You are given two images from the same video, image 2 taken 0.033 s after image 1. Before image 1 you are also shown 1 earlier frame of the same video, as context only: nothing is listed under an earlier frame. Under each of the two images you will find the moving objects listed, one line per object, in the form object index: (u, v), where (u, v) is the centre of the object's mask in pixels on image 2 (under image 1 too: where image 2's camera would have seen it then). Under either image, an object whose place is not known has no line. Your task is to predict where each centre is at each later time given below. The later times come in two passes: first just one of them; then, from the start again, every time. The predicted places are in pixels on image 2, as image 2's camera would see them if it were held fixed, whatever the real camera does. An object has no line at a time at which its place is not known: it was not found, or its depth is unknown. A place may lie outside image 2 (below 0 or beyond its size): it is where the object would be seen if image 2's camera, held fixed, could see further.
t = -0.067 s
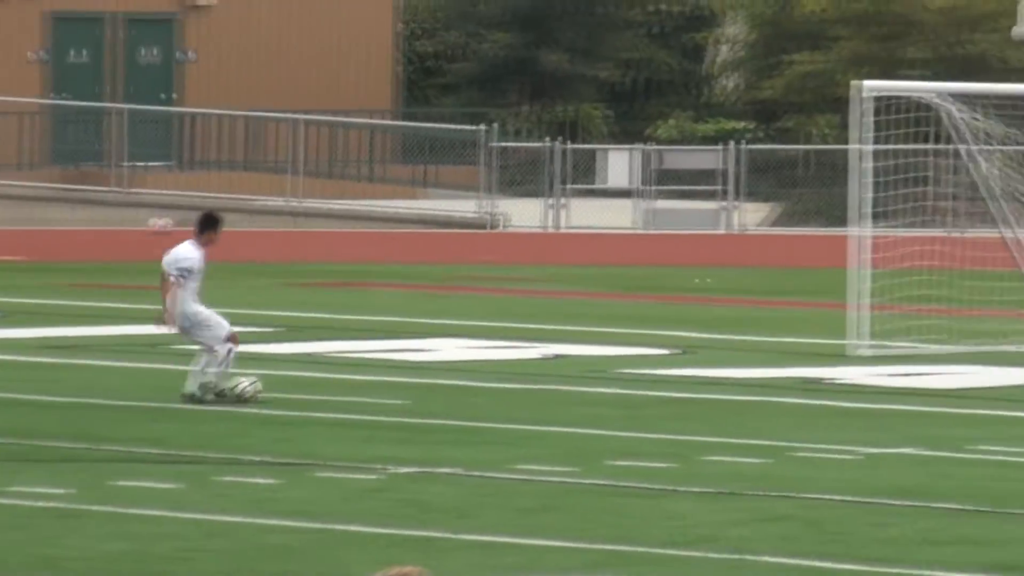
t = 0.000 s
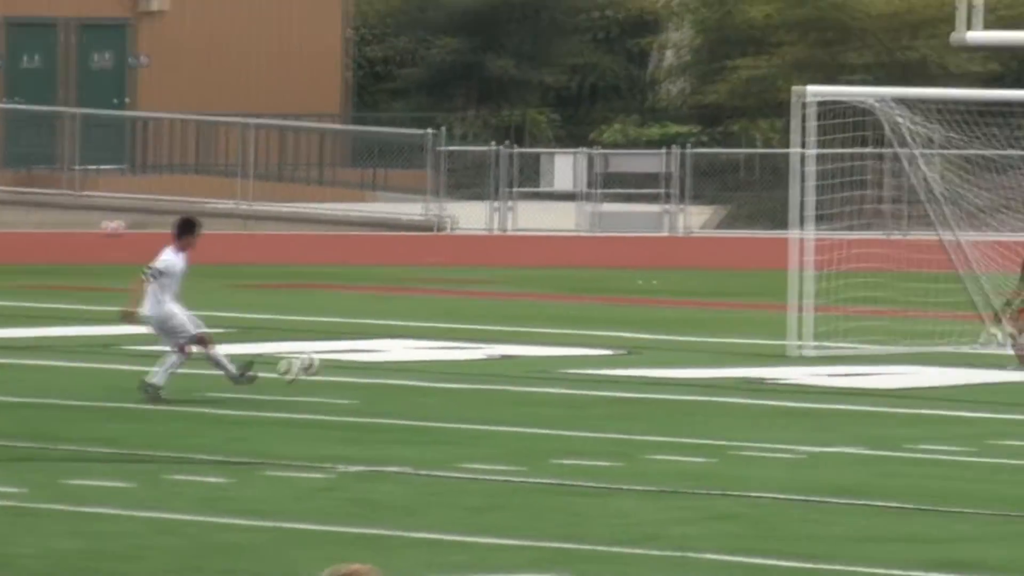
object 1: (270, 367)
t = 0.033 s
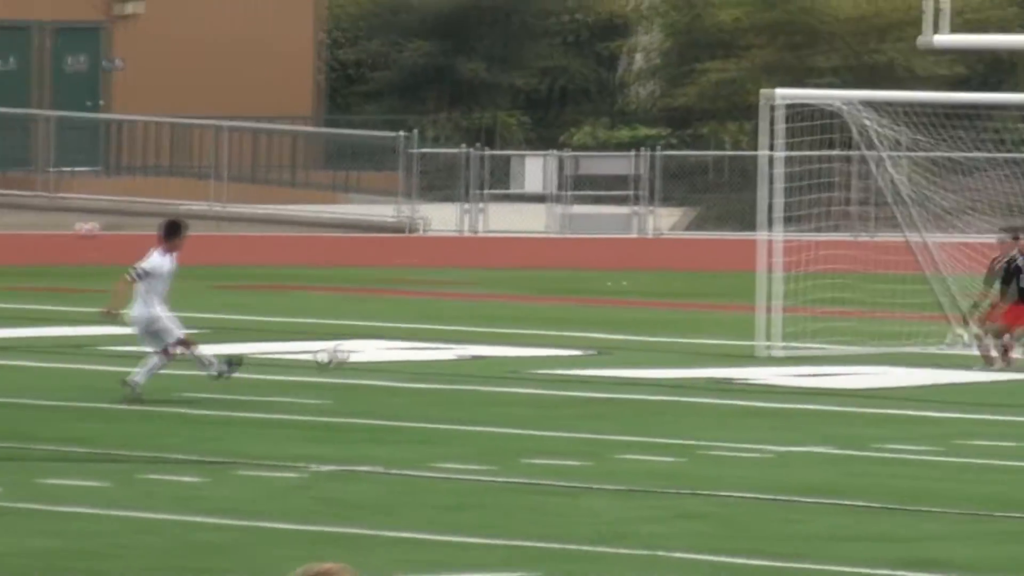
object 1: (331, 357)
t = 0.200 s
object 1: (593, 317)
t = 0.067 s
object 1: (388, 346)
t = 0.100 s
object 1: (443, 337)
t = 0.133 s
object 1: (496, 330)
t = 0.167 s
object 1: (545, 323)
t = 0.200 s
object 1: (593, 317)
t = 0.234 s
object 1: (638, 313)
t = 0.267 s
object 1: (681, 311)
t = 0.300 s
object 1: (724, 309)
